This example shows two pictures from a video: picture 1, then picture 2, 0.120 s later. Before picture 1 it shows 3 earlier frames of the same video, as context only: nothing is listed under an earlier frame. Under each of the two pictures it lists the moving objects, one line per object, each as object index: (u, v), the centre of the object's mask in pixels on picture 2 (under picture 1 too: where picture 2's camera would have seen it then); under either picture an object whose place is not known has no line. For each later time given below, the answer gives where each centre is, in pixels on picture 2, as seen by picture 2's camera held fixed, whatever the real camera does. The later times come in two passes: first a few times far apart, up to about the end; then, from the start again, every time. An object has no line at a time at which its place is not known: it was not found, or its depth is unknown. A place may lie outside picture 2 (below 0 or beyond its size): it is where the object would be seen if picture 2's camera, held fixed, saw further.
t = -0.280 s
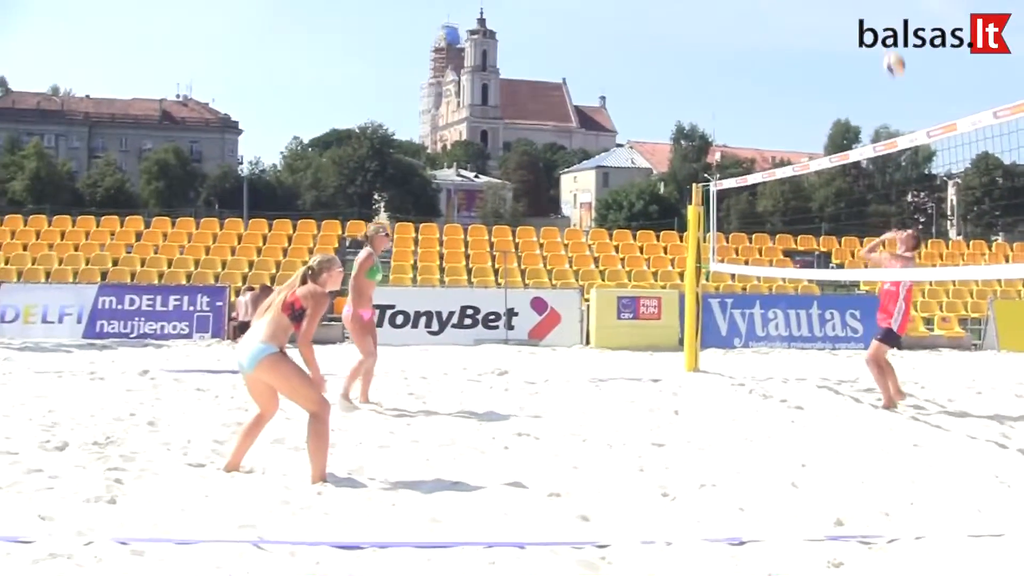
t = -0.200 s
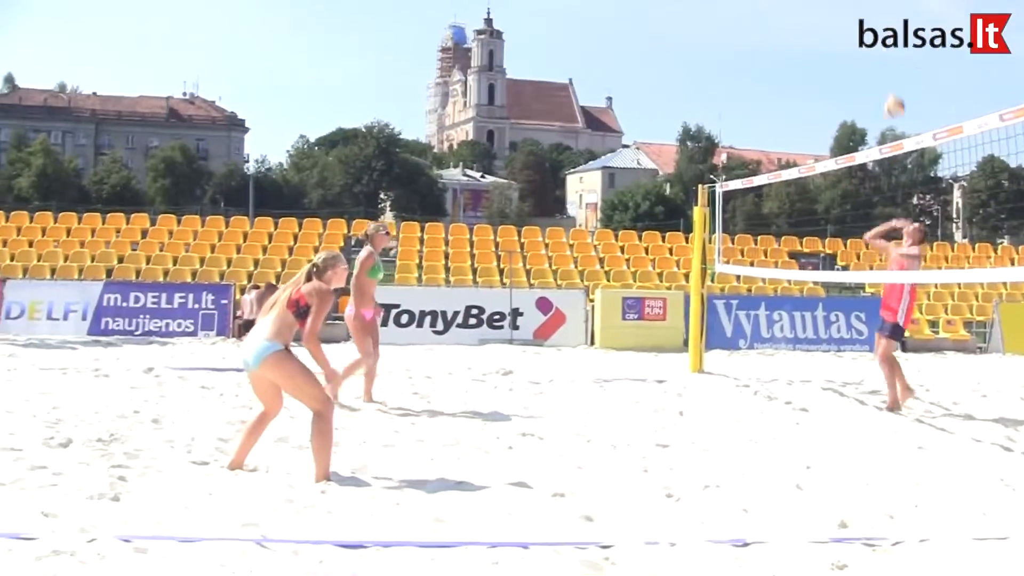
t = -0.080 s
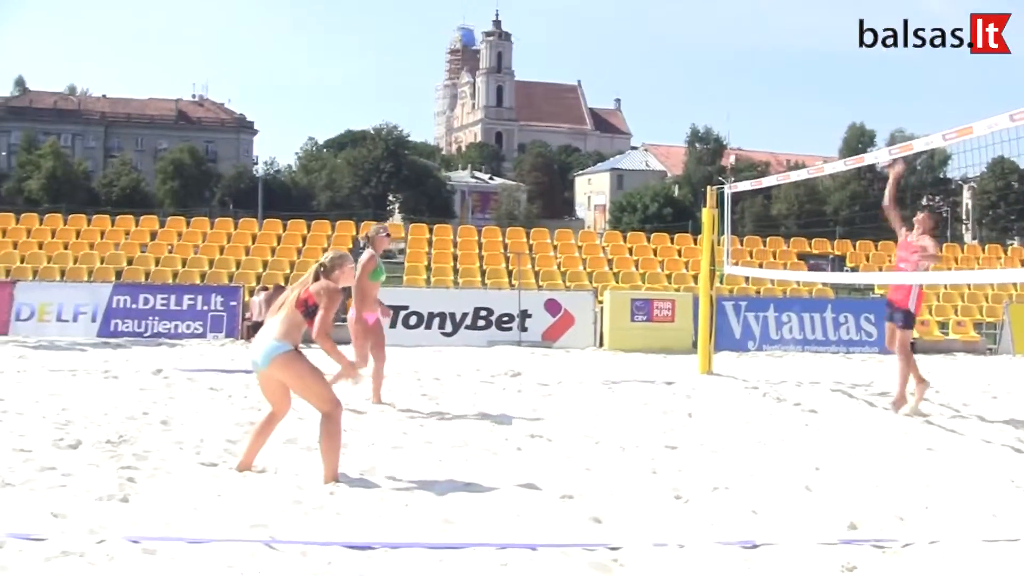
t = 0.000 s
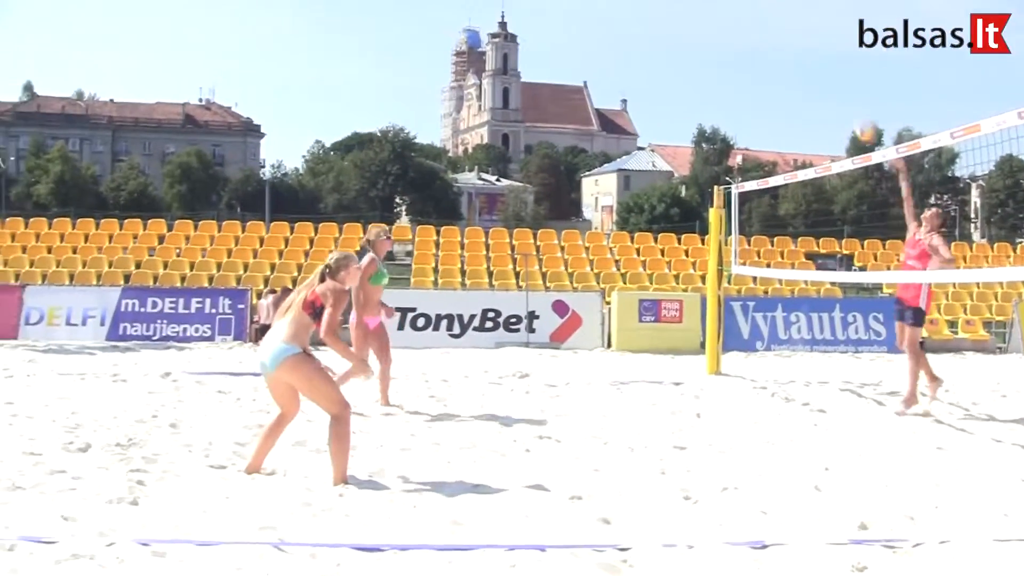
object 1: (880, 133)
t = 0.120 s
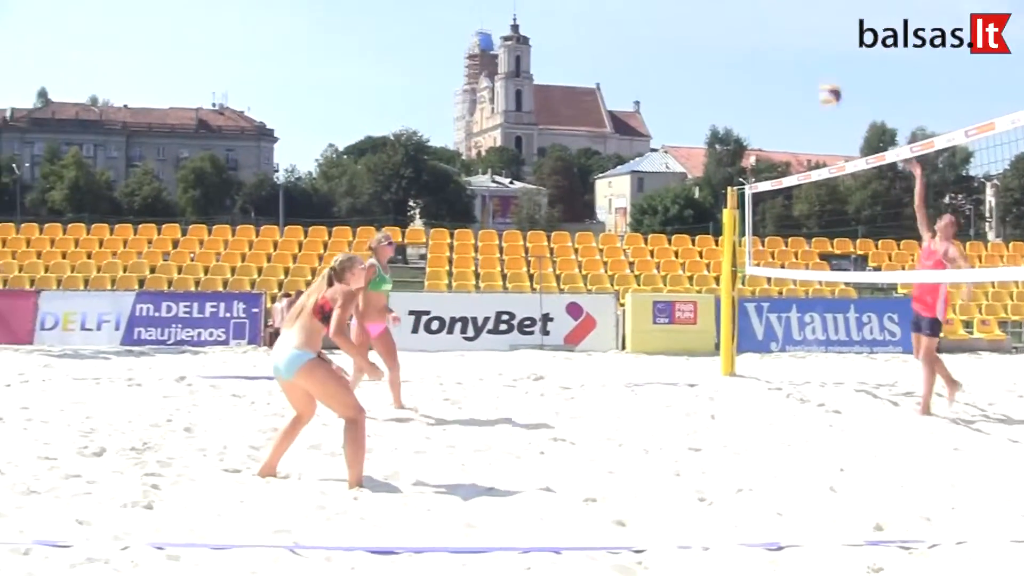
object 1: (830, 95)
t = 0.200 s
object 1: (796, 80)
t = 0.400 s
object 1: (700, 74)
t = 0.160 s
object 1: (812, 87)
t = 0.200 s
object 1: (796, 80)
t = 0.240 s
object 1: (776, 76)
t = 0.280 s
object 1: (756, 74)
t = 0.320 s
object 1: (737, 72)
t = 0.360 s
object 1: (720, 72)
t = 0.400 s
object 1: (700, 74)
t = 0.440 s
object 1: (681, 79)
